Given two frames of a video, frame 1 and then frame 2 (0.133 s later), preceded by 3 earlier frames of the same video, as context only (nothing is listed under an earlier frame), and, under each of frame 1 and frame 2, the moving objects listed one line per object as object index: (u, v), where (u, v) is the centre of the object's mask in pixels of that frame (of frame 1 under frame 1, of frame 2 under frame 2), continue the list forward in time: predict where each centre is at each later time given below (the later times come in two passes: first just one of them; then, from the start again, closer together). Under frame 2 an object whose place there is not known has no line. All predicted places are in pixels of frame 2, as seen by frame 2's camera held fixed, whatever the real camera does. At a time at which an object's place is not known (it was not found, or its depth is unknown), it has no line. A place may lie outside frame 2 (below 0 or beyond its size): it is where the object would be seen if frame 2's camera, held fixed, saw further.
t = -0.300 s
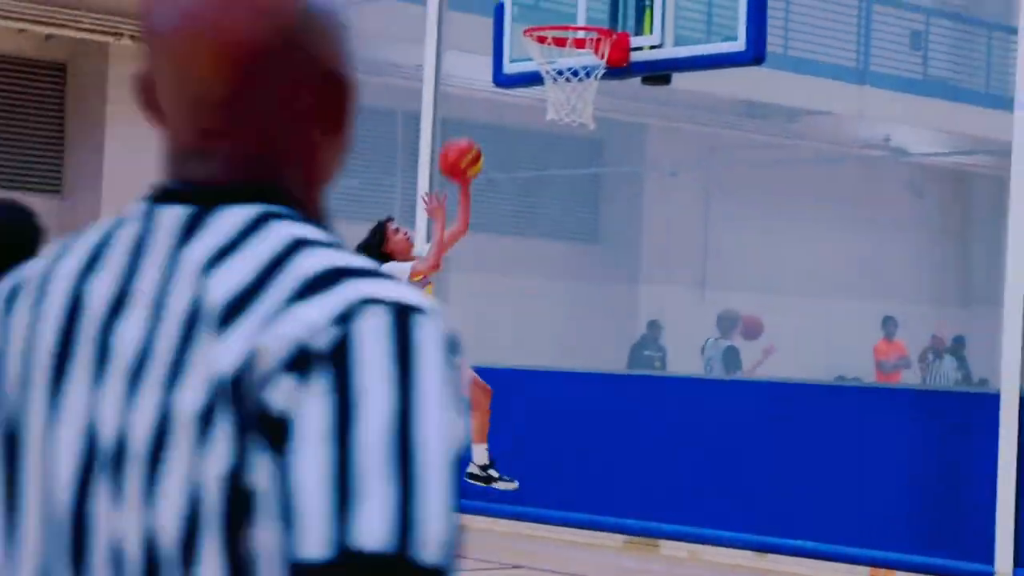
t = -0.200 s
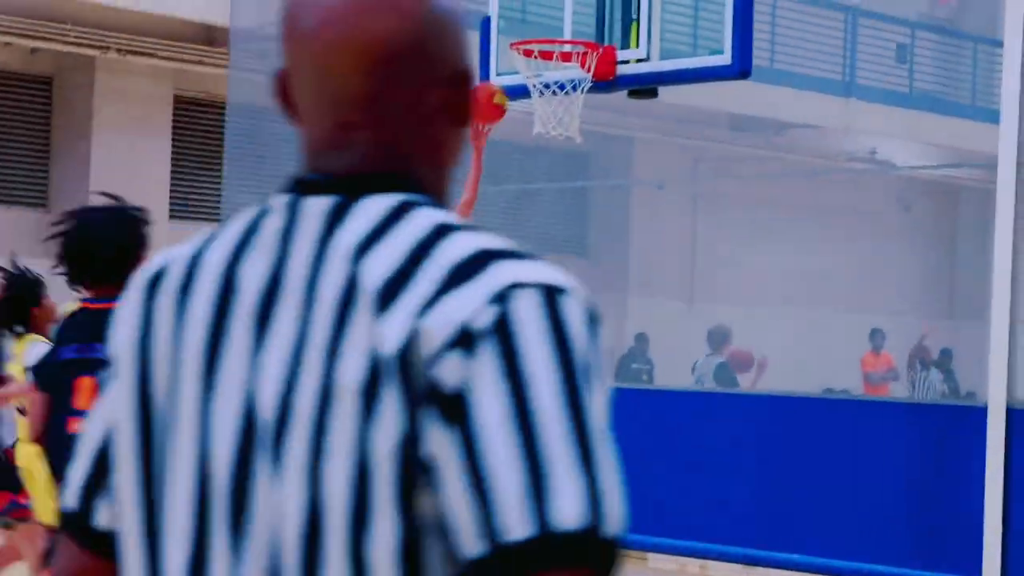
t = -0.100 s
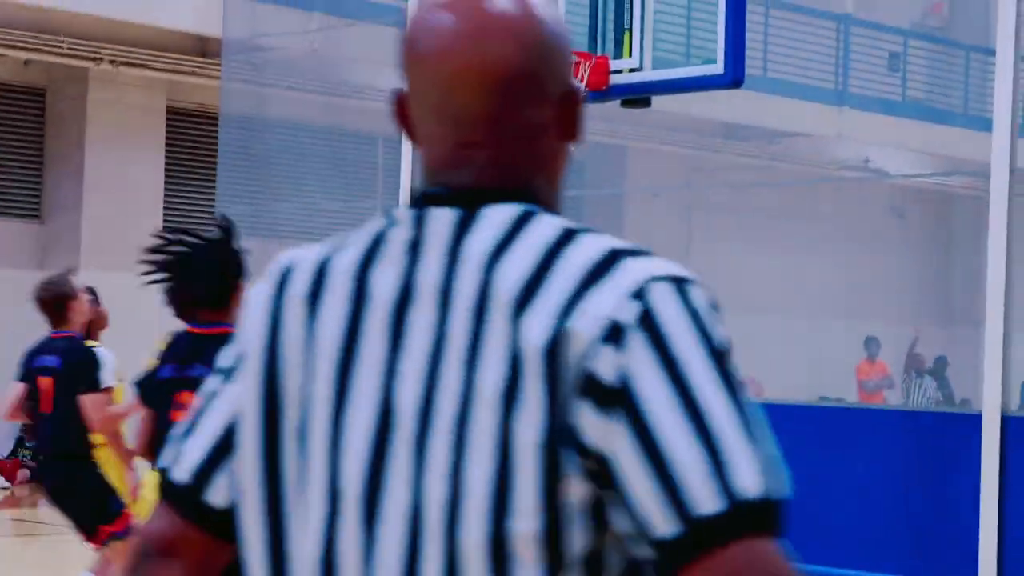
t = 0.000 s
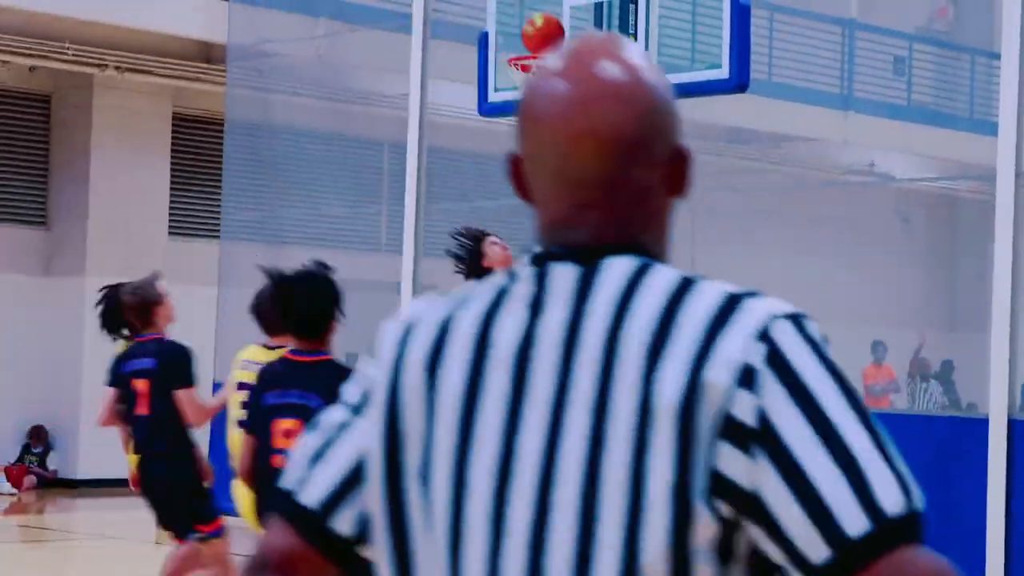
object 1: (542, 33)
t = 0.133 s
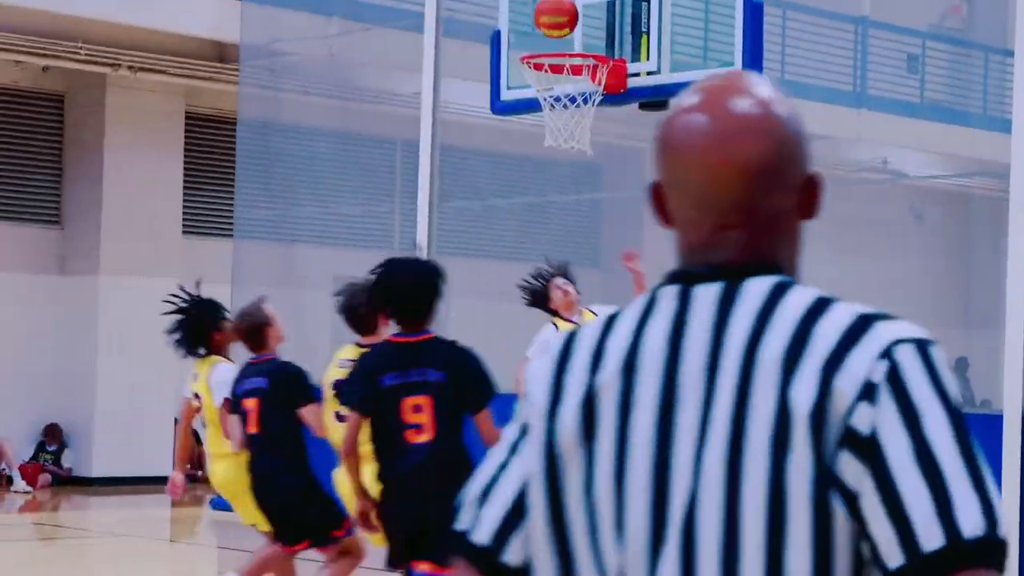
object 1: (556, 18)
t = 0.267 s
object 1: (555, 32)
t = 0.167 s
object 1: (556, 19)
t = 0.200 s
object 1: (556, 22)
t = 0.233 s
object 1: (555, 27)
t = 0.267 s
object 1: (555, 32)
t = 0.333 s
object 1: (554, 41)
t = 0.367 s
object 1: (559, 46)
